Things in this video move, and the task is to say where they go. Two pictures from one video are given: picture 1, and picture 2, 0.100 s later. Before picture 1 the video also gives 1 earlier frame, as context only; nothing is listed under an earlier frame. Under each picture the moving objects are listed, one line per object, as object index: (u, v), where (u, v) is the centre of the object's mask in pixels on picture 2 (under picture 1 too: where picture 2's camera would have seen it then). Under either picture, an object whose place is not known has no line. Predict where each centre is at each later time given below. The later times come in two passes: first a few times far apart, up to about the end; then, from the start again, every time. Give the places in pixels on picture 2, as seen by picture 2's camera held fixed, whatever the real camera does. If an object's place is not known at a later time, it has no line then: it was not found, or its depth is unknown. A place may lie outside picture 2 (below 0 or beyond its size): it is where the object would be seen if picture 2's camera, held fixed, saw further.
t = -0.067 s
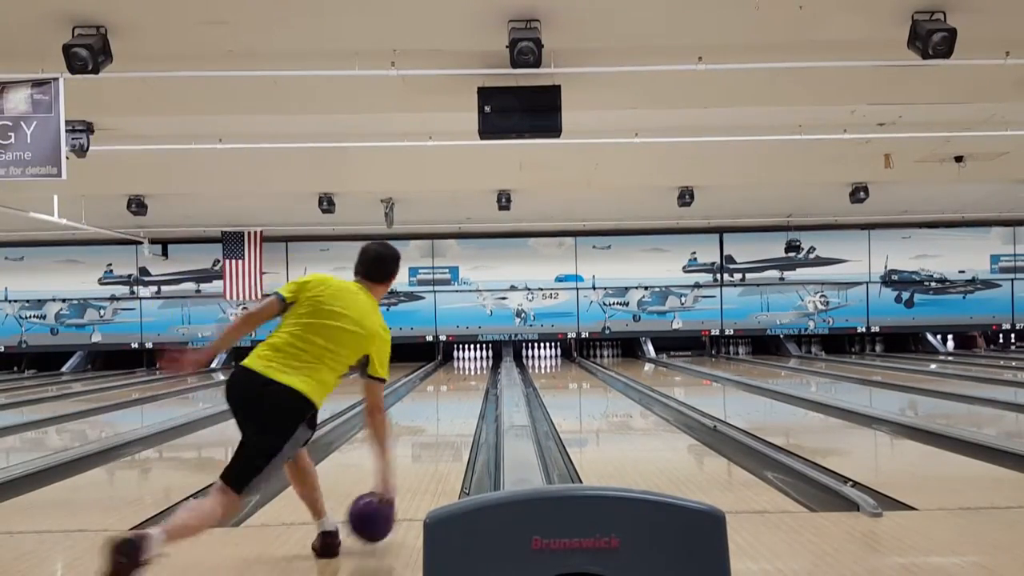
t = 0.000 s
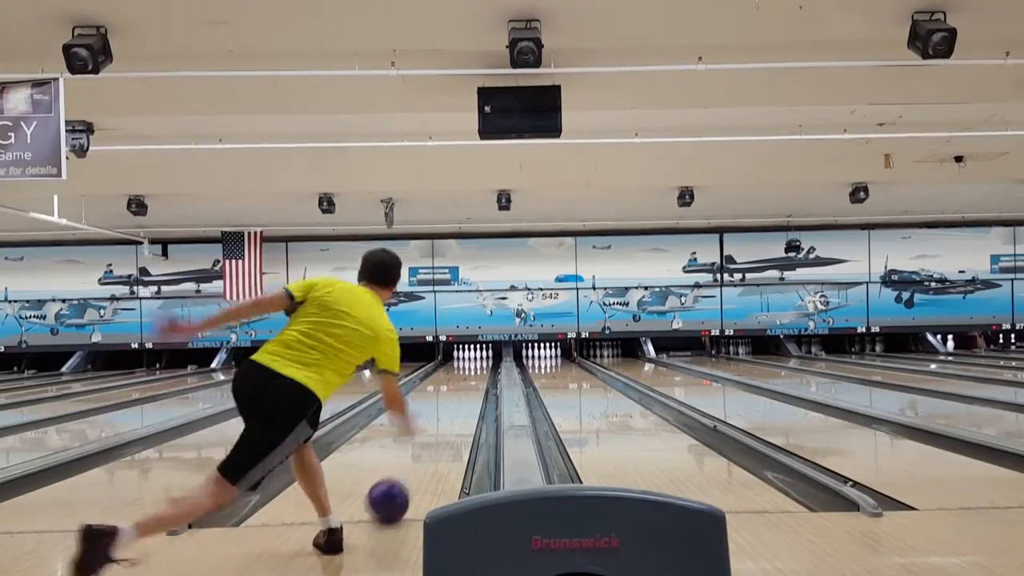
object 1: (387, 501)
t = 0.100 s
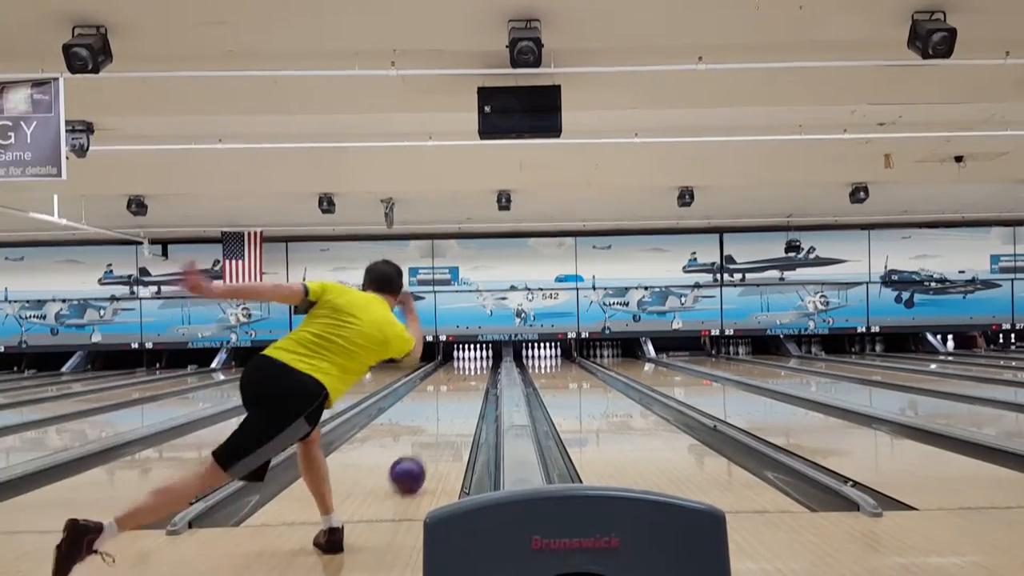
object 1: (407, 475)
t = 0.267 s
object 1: (429, 444)
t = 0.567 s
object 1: (452, 412)
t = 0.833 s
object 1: (463, 395)
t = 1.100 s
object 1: (471, 384)
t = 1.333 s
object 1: (475, 376)
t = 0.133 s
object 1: (412, 467)
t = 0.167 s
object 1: (417, 461)
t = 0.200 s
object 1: (421, 455)
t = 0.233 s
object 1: (425, 450)
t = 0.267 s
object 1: (429, 444)
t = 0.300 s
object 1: (432, 440)
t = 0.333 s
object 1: (435, 436)
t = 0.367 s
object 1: (438, 431)
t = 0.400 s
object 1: (441, 428)
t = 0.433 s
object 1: (443, 424)
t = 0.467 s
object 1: (445, 421)
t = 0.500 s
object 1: (448, 418)
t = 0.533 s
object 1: (449, 415)
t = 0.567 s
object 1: (452, 412)
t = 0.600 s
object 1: (454, 410)
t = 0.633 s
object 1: (455, 407)
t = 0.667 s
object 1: (457, 405)
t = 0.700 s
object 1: (458, 403)
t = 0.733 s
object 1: (460, 401)
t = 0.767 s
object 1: (461, 399)
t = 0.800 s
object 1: (462, 397)
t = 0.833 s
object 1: (463, 395)
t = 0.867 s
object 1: (465, 393)
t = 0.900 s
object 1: (466, 392)
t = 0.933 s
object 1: (467, 390)
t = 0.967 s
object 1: (468, 389)
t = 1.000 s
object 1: (468, 388)
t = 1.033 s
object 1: (469, 386)
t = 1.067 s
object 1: (470, 385)
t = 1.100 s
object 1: (471, 384)
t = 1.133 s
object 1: (471, 383)
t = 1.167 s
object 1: (472, 382)
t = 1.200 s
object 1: (473, 380)
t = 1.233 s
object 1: (473, 380)
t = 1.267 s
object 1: (473, 379)
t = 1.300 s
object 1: (474, 377)
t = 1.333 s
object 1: (475, 376)
